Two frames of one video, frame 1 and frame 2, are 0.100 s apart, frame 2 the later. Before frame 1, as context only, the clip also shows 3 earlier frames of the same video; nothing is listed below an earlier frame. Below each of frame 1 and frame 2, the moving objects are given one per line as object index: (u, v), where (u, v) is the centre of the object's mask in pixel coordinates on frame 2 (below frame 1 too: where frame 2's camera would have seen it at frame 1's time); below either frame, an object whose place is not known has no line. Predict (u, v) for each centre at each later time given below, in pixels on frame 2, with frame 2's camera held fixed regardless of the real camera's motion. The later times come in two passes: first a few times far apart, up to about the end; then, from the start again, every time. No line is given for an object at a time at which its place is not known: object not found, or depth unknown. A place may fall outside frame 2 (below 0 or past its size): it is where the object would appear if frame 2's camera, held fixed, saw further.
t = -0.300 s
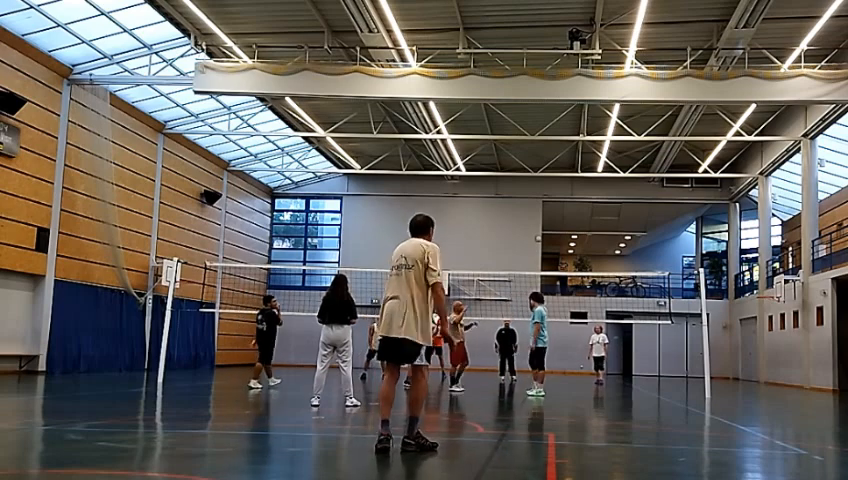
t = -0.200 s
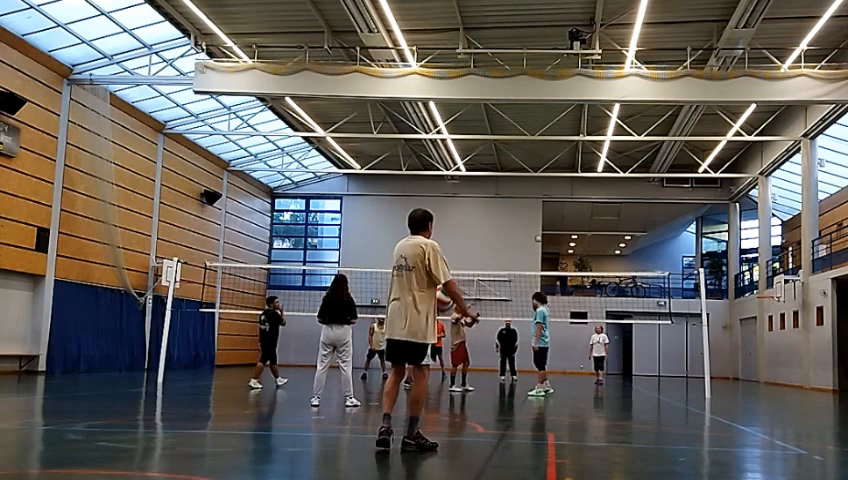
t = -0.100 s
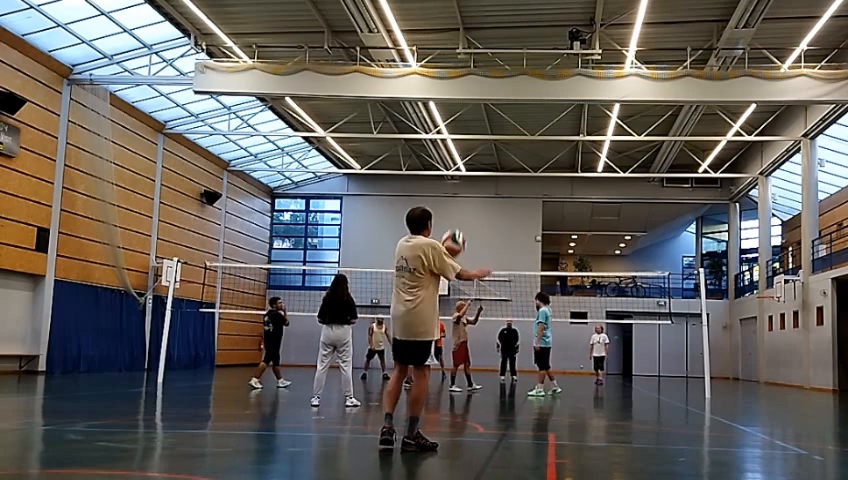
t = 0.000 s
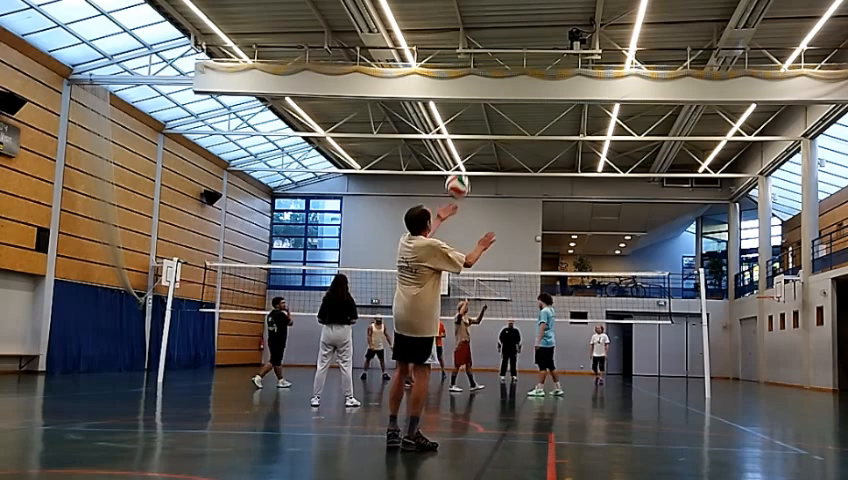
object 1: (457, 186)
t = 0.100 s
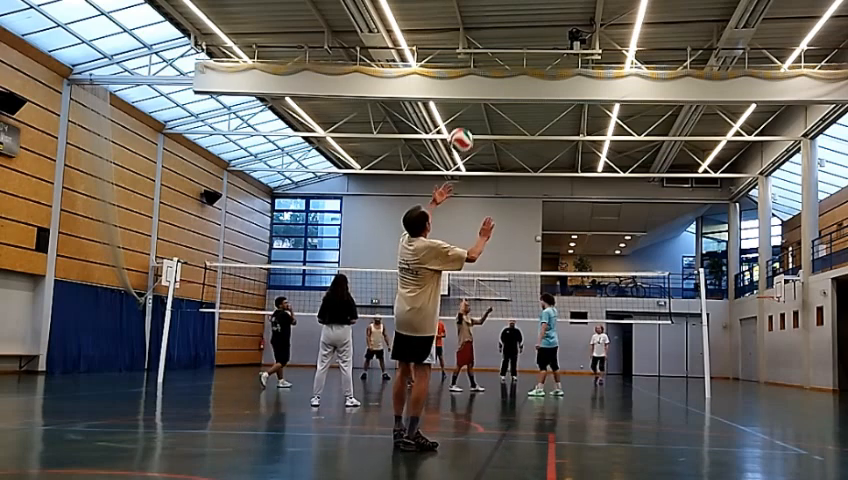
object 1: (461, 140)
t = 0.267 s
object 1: (464, 91)
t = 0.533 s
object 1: (469, 75)
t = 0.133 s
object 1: (461, 127)
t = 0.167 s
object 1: (462, 116)
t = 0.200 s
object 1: (463, 107)
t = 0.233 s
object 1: (464, 98)
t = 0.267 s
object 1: (464, 91)
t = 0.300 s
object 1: (465, 84)
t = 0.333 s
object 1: (466, 80)
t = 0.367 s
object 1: (467, 76)
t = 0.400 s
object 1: (467, 73)
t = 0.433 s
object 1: (468, 72)
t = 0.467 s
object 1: (468, 72)
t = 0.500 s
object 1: (469, 73)
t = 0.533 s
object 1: (469, 75)
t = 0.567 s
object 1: (469, 79)
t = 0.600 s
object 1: (470, 84)
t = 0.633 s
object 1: (470, 90)
